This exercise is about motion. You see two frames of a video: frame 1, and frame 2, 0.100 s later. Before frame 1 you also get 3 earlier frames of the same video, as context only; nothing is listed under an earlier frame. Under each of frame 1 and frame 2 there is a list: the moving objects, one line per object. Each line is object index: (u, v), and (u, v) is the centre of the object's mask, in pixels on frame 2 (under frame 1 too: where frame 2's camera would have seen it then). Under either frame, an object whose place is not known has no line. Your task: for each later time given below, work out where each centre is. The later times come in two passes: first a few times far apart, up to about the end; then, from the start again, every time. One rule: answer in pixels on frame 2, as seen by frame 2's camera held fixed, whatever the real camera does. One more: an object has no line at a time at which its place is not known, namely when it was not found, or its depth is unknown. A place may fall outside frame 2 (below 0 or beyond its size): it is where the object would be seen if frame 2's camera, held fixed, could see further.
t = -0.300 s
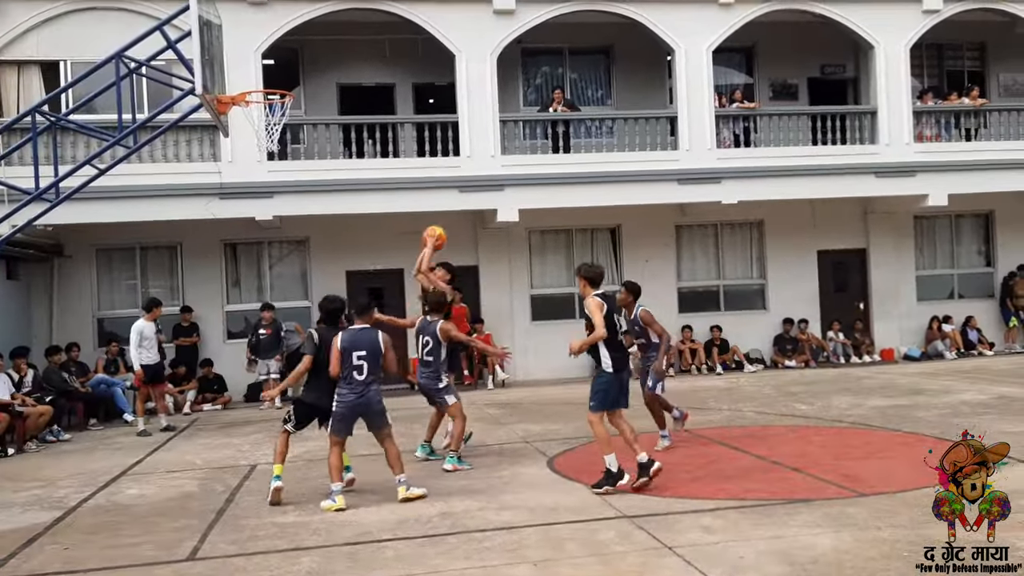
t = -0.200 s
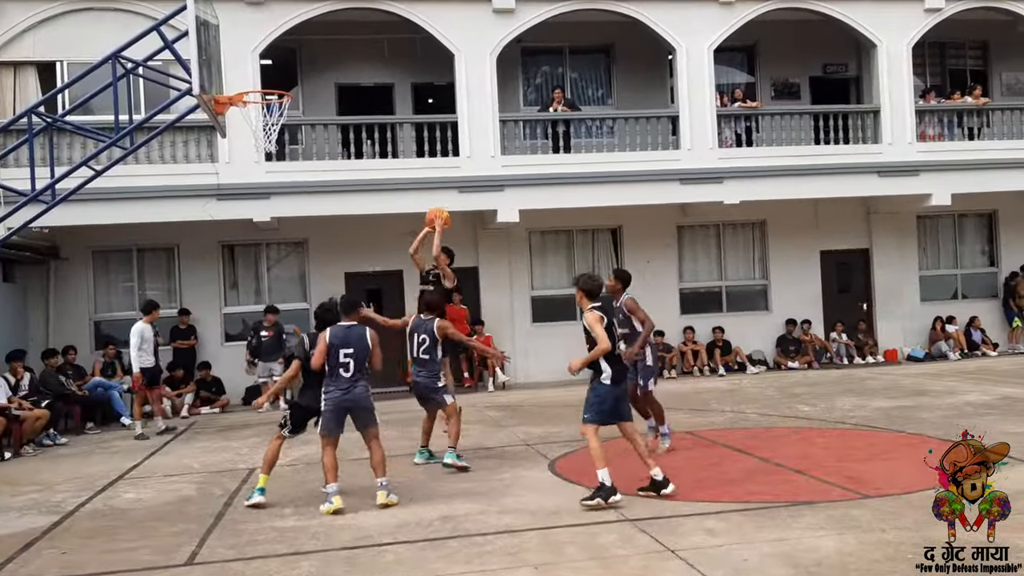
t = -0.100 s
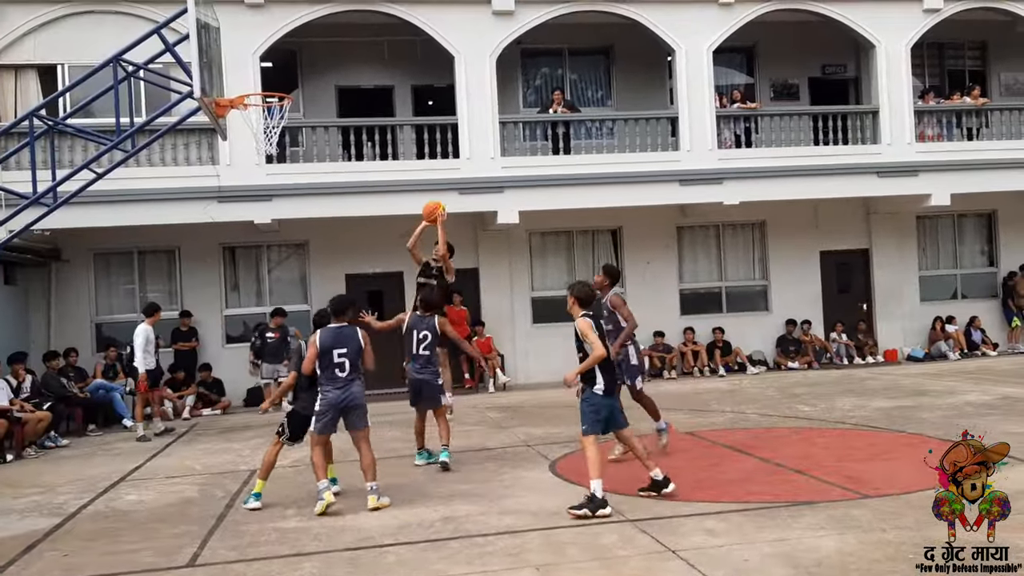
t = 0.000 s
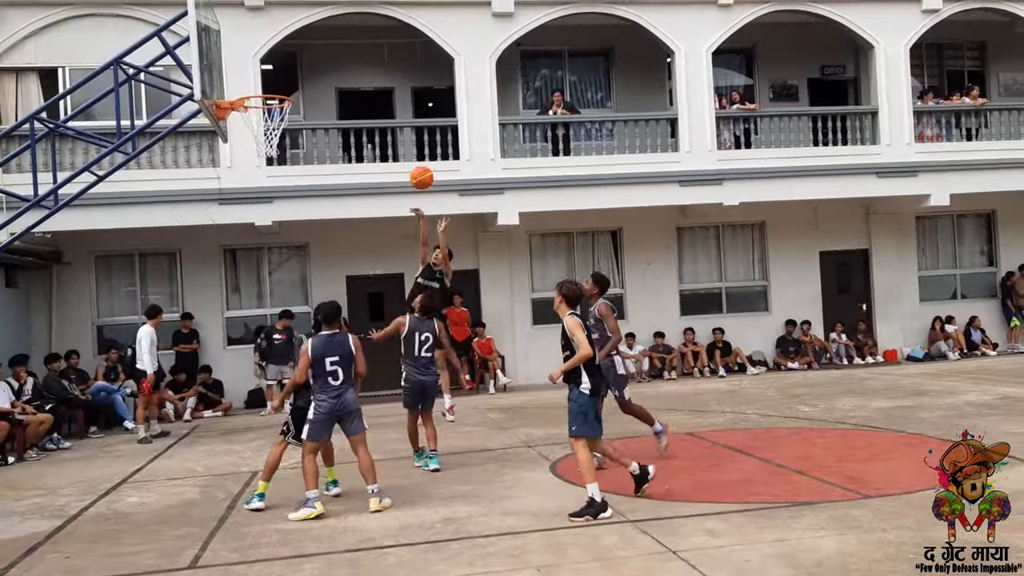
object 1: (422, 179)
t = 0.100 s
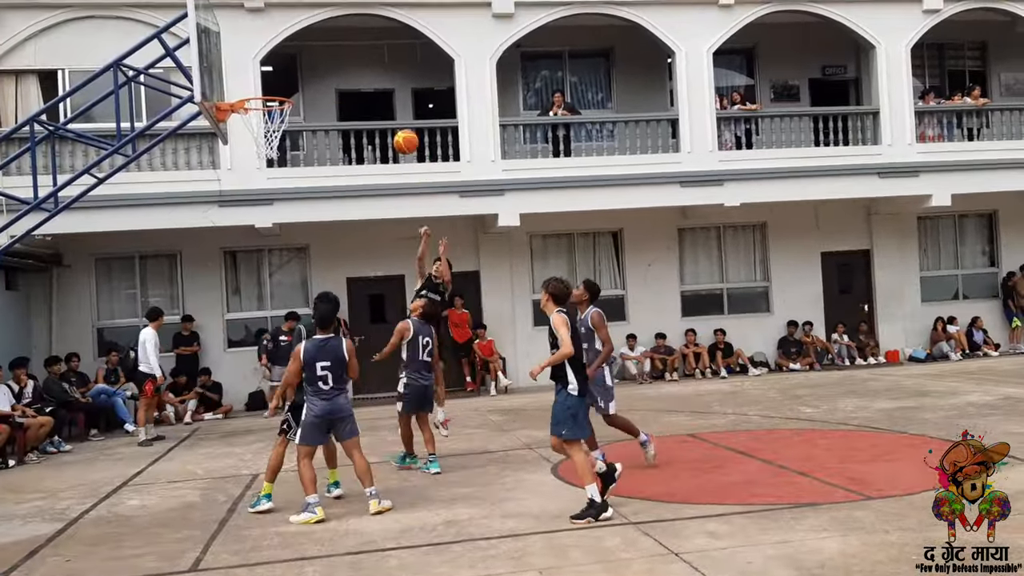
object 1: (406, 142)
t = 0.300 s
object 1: (374, 94)
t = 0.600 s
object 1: (324, 97)
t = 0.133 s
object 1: (400, 131)
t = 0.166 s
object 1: (395, 122)
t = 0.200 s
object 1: (390, 113)
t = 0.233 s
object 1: (384, 106)
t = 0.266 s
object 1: (379, 99)
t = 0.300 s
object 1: (374, 94)
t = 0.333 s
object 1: (368, 90)
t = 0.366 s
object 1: (362, 86)
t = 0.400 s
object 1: (357, 84)
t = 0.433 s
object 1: (352, 83)
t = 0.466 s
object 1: (346, 84)
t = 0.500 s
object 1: (340, 85)
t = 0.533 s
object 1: (335, 88)
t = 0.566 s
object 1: (330, 92)
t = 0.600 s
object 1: (324, 97)
